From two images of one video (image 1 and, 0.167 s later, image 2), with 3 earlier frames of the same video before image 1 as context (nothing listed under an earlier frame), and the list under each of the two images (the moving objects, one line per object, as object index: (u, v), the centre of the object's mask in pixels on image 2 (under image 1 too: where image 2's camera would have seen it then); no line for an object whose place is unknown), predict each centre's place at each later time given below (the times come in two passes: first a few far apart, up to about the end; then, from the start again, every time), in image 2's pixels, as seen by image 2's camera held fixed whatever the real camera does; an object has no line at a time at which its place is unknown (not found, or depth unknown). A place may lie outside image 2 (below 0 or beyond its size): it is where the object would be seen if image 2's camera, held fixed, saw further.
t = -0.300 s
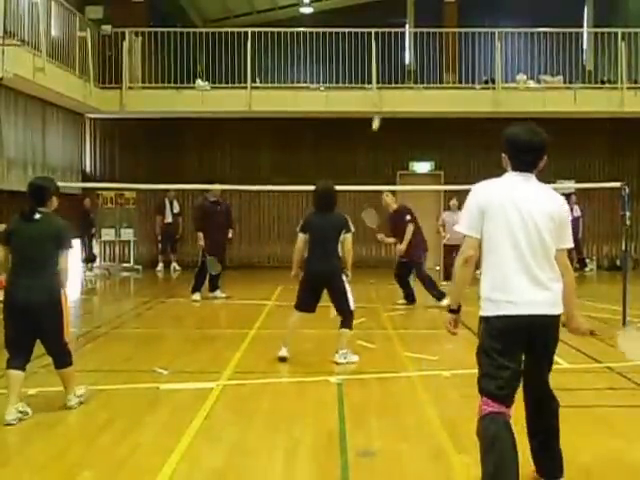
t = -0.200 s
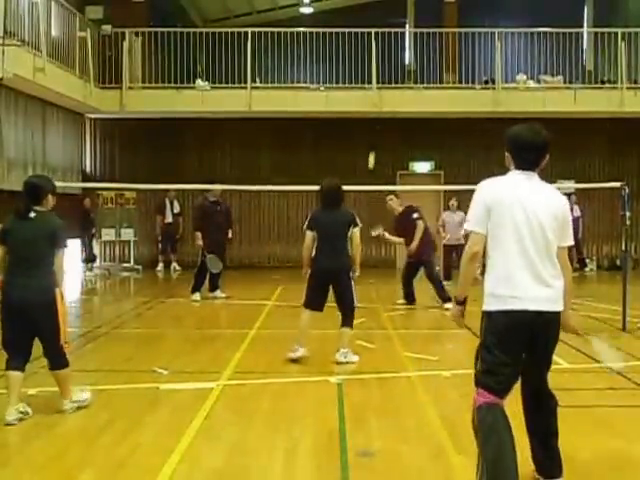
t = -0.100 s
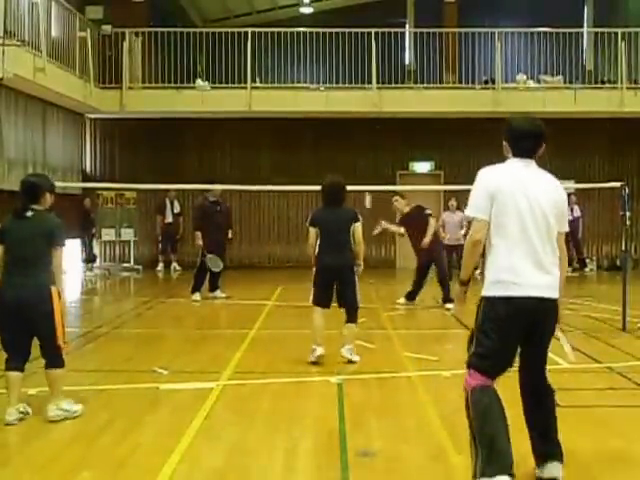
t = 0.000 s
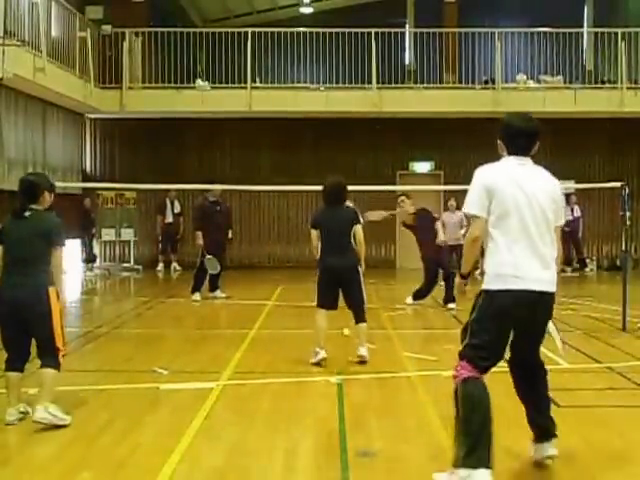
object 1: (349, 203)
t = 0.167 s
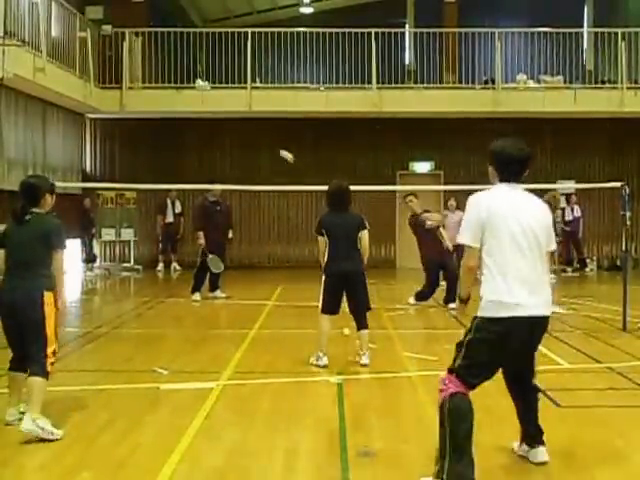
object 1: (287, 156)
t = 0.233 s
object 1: (265, 143)
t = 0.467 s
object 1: (193, 138)
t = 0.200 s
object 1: (275, 149)
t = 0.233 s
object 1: (265, 143)
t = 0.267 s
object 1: (254, 140)
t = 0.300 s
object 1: (242, 137)
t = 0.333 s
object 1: (232, 135)
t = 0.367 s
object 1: (221, 134)
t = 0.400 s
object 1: (212, 135)
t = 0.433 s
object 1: (202, 136)
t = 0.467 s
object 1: (193, 138)
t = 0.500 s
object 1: (184, 141)
